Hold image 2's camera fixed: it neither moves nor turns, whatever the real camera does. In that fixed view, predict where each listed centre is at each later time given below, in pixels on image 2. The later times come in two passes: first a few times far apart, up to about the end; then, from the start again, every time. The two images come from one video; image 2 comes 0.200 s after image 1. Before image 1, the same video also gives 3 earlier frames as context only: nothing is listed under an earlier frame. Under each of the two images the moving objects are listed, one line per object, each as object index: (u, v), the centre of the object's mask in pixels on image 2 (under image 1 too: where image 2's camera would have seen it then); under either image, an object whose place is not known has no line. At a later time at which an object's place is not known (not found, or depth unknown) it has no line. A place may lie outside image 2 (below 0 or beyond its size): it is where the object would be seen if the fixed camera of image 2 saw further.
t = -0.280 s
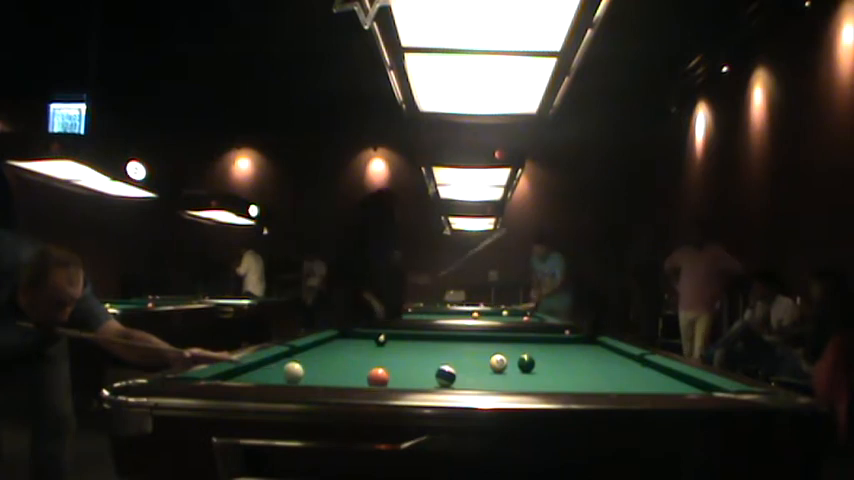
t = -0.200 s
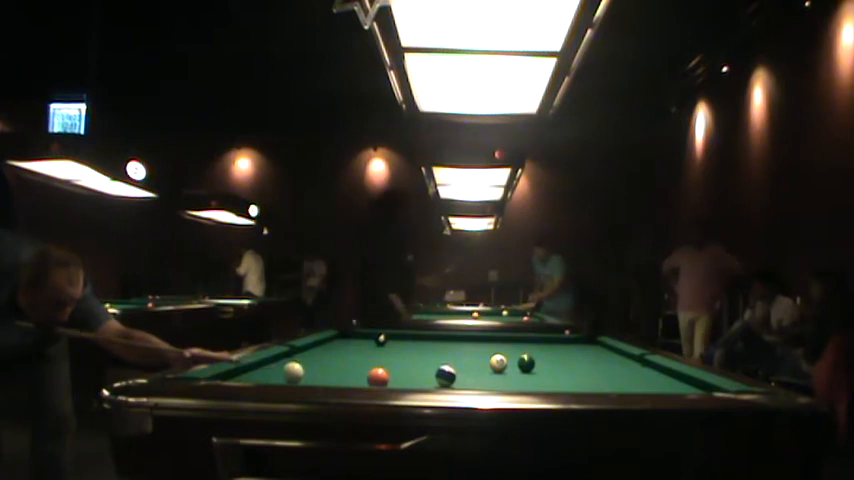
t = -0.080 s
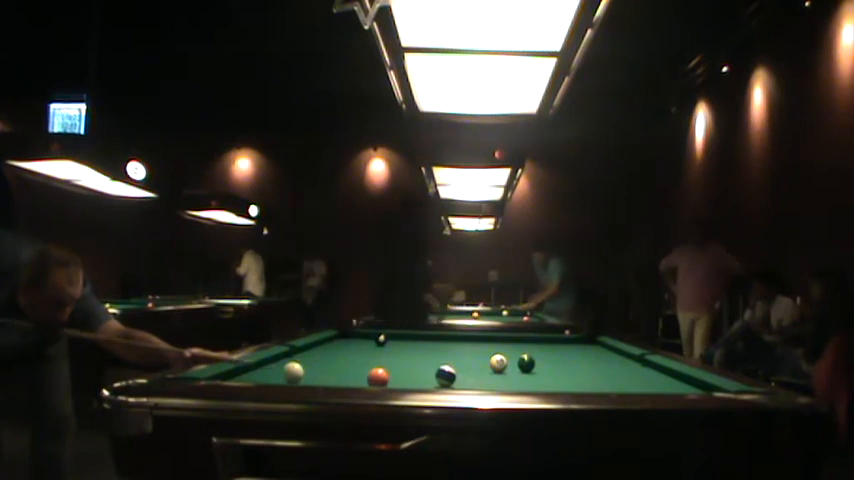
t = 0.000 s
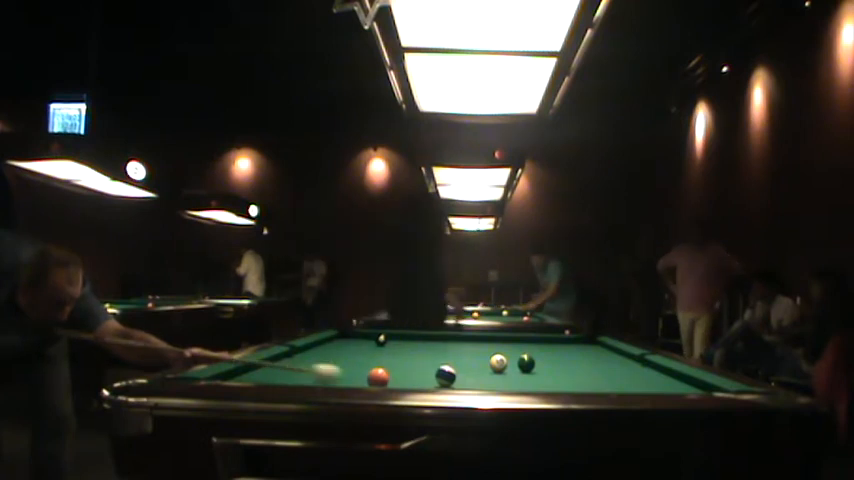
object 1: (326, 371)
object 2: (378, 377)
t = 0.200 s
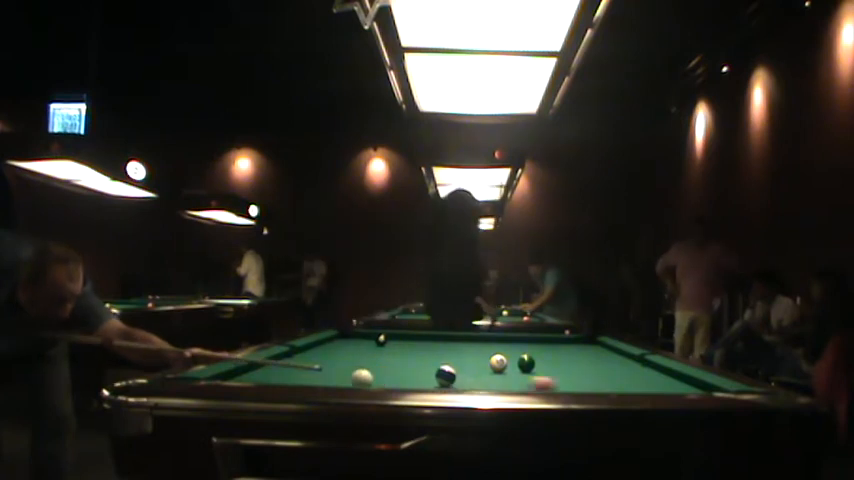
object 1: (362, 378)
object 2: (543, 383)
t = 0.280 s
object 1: (375, 379)
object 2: (611, 385)
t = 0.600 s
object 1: (450, 384)
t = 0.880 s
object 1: (512, 384)
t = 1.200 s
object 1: (572, 384)
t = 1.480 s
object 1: (618, 383)
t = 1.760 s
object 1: (658, 382)
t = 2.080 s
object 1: (682, 380)
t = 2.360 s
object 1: (655, 377)
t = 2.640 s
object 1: (630, 375)
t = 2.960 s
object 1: (606, 373)
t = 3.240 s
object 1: (588, 372)
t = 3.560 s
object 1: (571, 370)
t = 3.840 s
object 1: (558, 369)
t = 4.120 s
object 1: (548, 368)
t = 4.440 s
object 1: (539, 367)
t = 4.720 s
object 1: (533, 366)
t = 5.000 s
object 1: (529, 366)
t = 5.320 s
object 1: (528, 366)
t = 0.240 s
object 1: (367, 379)
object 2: (576, 384)
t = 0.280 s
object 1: (375, 379)
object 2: (611, 385)
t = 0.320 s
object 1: (384, 379)
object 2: (644, 386)
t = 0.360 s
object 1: (393, 380)
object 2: (677, 387)
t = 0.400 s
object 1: (403, 381)
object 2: (708, 388)
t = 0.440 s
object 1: (411, 382)
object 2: (736, 389)
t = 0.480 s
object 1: (422, 383)
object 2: (742, 391)
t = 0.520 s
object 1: (430, 384)
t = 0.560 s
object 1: (441, 384)
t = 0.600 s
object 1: (450, 384)
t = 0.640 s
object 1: (460, 385)
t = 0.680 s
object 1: (469, 385)
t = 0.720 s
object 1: (478, 385)
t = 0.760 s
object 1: (486, 384)
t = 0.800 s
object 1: (495, 384)
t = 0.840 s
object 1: (503, 384)
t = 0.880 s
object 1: (512, 384)
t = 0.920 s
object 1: (520, 384)
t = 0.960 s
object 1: (528, 384)
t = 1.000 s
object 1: (535, 384)
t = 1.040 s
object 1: (543, 384)
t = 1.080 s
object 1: (551, 384)
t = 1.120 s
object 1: (557, 384)
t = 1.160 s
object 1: (565, 384)
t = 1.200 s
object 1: (572, 384)
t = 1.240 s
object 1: (579, 383)
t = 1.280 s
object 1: (586, 383)
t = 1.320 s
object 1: (592, 383)
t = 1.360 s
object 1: (599, 383)
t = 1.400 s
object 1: (605, 383)
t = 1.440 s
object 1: (612, 383)
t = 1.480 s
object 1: (618, 383)
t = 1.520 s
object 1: (624, 383)
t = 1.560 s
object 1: (629, 383)
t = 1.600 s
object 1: (636, 382)
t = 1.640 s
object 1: (641, 382)
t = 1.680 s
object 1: (647, 382)
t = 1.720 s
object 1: (653, 382)
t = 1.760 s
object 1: (658, 382)
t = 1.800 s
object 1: (663, 381)
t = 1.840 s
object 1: (668, 381)
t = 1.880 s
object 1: (673, 382)
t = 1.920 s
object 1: (678, 381)
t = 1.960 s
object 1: (684, 381)
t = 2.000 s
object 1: (688, 380)
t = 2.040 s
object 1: (686, 380)
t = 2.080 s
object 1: (682, 380)
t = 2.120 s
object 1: (678, 380)
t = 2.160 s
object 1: (674, 379)
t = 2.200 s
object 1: (670, 379)
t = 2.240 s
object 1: (666, 379)
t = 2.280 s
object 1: (662, 378)
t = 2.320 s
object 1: (658, 378)
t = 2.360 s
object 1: (655, 377)
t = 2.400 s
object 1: (651, 377)
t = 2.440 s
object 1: (647, 377)
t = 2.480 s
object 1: (644, 376)
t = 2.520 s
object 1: (640, 376)
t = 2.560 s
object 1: (637, 376)
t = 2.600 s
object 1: (634, 376)
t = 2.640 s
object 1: (630, 375)
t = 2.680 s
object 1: (627, 375)
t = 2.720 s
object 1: (623, 375)
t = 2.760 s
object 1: (620, 375)
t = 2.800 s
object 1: (617, 374)
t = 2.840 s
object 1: (614, 374)
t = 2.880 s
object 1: (611, 374)
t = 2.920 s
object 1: (609, 374)
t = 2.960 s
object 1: (606, 373)
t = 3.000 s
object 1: (603, 373)
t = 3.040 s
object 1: (600, 372)
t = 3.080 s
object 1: (598, 372)
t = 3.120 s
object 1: (595, 372)
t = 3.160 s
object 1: (592, 372)
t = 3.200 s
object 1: (590, 372)
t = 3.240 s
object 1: (588, 372)
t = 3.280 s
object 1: (585, 371)
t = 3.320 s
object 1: (583, 371)
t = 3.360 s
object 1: (581, 371)
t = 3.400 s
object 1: (579, 371)
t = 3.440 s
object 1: (576, 371)
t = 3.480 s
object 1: (574, 371)
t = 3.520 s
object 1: (573, 370)
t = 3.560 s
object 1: (571, 370)
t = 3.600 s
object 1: (569, 370)
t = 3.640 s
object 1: (567, 370)
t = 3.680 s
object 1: (565, 370)
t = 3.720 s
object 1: (563, 369)
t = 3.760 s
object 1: (561, 369)
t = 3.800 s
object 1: (560, 369)
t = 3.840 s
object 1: (558, 369)
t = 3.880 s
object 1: (556, 369)
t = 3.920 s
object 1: (555, 369)
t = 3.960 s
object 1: (553, 368)
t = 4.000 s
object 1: (552, 368)
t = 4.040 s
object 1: (550, 368)
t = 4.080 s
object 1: (549, 368)
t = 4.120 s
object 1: (548, 368)
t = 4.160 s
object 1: (547, 367)
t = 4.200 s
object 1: (545, 367)
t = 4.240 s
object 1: (544, 367)
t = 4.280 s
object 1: (543, 367)
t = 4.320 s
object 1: (542, 367)
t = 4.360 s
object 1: (540, 367)
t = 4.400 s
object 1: (539, 367)
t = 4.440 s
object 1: (539, 367)
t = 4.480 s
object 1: (538, 367)
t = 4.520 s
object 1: (537, 367)
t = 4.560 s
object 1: (536, 367)
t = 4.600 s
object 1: (535, 367)
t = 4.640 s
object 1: (534, 366)
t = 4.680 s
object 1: (534, 366)
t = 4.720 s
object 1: (533, 366)
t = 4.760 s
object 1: (532, 366)
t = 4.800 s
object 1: (532, 366)
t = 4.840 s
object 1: (531, 366)
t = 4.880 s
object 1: (531, 366)
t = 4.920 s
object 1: (530, 366)
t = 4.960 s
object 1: (530, 366)
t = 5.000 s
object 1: (529, 366)
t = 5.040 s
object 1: (529, 366)
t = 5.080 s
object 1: (529, 366)
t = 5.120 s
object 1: (528, 366)
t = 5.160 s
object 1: (528, 366)
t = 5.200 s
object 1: (528, 366)
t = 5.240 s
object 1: (528, 366)
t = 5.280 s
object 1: (528, 366)
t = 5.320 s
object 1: (528, 366)
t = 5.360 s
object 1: (528, 366)
